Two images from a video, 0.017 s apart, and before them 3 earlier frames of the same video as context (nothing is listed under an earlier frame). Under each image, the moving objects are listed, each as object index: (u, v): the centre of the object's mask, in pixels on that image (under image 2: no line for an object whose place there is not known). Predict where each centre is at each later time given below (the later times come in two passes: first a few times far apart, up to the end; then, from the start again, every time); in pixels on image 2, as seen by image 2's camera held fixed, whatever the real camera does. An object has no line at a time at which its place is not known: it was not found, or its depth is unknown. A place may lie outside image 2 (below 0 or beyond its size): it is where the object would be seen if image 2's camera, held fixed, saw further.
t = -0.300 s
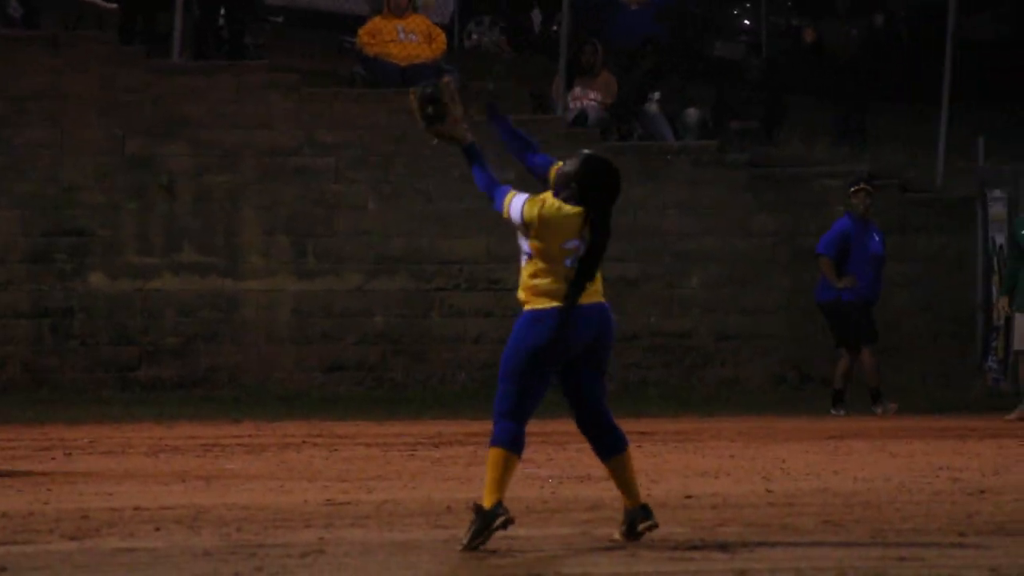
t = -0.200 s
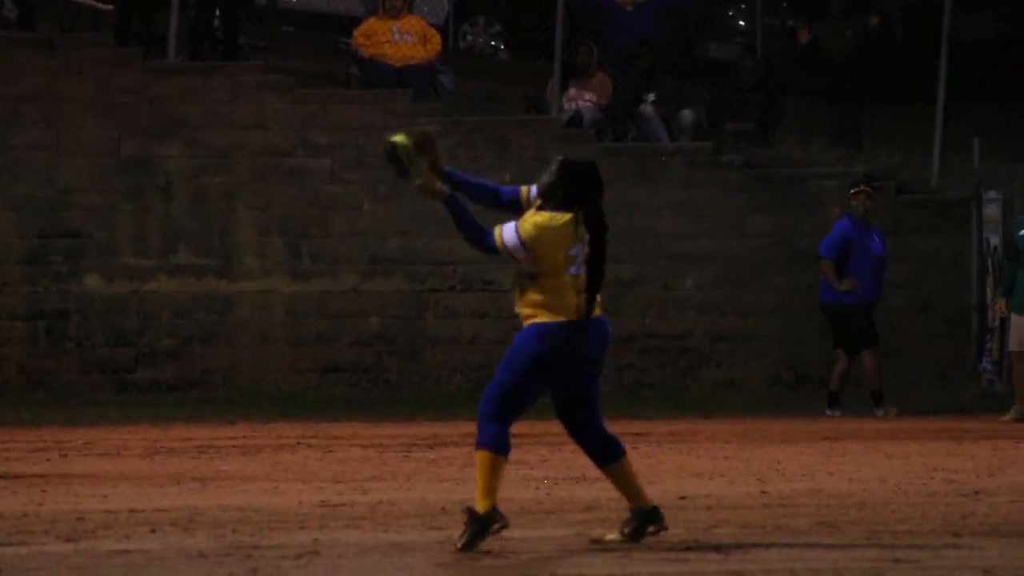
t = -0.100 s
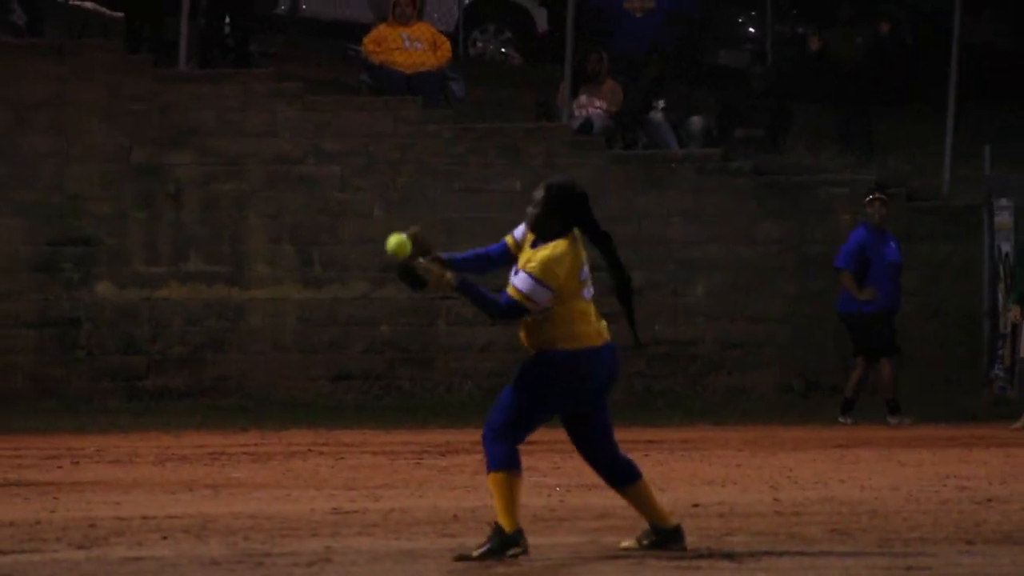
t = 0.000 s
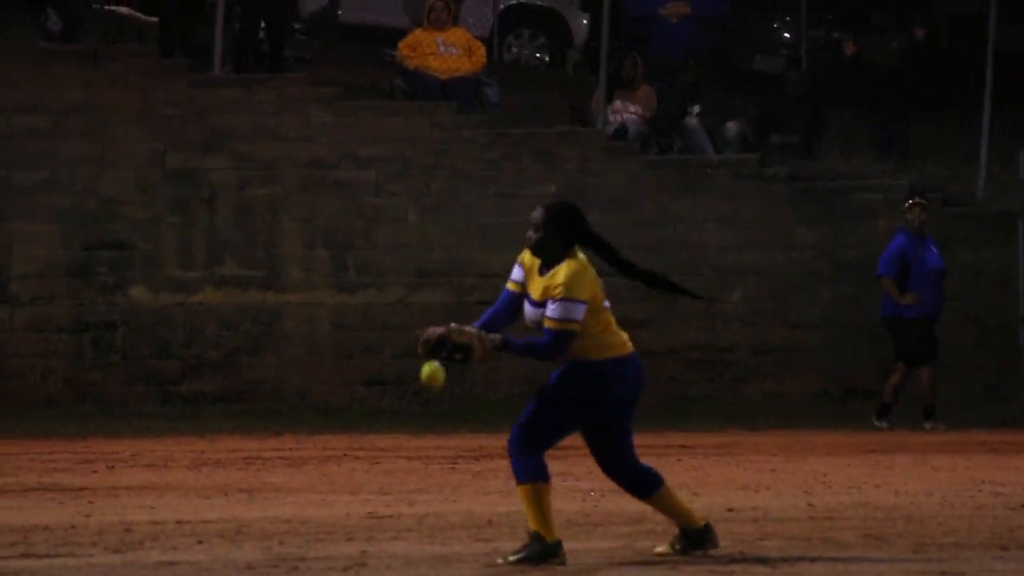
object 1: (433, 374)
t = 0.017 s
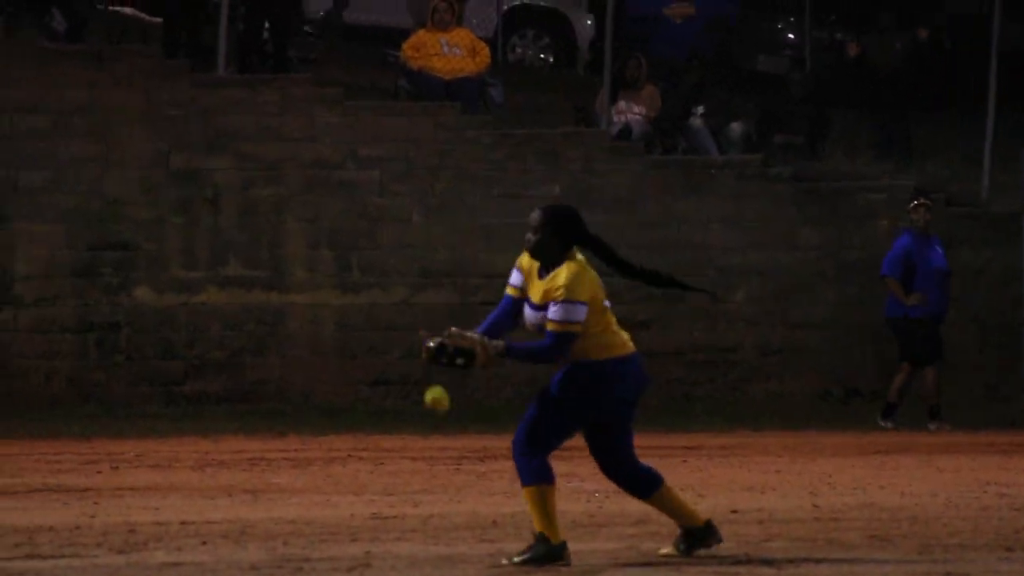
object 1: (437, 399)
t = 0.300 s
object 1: (431, 542)
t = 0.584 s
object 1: (418, 584)
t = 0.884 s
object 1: (401, 590)
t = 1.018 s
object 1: (392, 593)
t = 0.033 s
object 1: (436, 424)
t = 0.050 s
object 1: (435, 449)
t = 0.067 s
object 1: (436, 476)
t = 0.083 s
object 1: (436, 504)
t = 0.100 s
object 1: (436, 531)
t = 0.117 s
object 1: (436, 560)
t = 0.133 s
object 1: (437, 565)
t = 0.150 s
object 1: (435, 560)
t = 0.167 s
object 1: (434, 554)
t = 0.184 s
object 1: (433, 550)
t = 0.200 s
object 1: (433, 547)
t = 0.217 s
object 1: (432, 544)
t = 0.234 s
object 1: (432, 542)
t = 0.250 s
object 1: (432, 541)
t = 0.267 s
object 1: (431, 540)
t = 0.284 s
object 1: (431, 541)
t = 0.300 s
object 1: (431, 542)
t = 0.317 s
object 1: (430, 543)
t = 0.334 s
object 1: (428, 545)
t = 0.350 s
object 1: (428, 549)
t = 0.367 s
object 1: (427, 552)
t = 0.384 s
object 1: (425, 557)
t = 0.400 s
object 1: (425, 562)
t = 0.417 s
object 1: (424, 569)
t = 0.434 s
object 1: (424, 577)
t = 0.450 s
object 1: (423, 578)
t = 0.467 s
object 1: (421, 578)
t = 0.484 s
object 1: (422, 579)
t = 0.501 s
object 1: (421, 580)
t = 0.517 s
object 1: (421, 581)
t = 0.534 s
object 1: (420, 582)
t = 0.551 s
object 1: (419, 582)
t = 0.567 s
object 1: (418, 583)
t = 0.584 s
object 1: (418, 584)
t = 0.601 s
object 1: (416, 584)
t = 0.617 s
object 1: (414, 585)
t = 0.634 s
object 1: (412, 585)
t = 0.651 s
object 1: (413, 586)
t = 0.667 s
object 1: (411, 586)
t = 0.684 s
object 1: (410, 587)
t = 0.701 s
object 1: (410, 587)
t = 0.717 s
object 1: (409, 587)
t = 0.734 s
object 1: (409, 587)
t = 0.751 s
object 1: (408, 588)
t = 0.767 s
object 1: (407, 588)
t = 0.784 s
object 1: (406, 589)
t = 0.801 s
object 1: (405, 590)
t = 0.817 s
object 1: (405, 590)
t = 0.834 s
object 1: (403, 590)
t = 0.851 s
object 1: (403, 590)
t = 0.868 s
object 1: (402, 590)
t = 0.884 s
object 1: (401, 590)
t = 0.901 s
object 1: (400, 590)
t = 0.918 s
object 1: (399, 591)
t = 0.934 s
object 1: (398, 591)
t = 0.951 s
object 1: (397, 592)
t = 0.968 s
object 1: (395, 592)
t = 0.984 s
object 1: (394, 591)
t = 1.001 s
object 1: (393, 592)
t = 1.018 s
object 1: (392, 593)
